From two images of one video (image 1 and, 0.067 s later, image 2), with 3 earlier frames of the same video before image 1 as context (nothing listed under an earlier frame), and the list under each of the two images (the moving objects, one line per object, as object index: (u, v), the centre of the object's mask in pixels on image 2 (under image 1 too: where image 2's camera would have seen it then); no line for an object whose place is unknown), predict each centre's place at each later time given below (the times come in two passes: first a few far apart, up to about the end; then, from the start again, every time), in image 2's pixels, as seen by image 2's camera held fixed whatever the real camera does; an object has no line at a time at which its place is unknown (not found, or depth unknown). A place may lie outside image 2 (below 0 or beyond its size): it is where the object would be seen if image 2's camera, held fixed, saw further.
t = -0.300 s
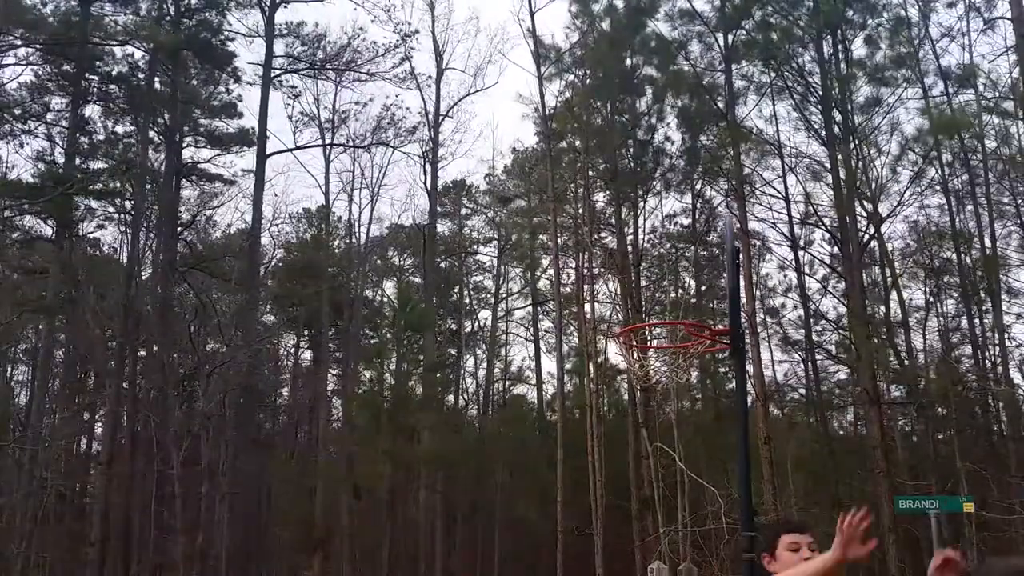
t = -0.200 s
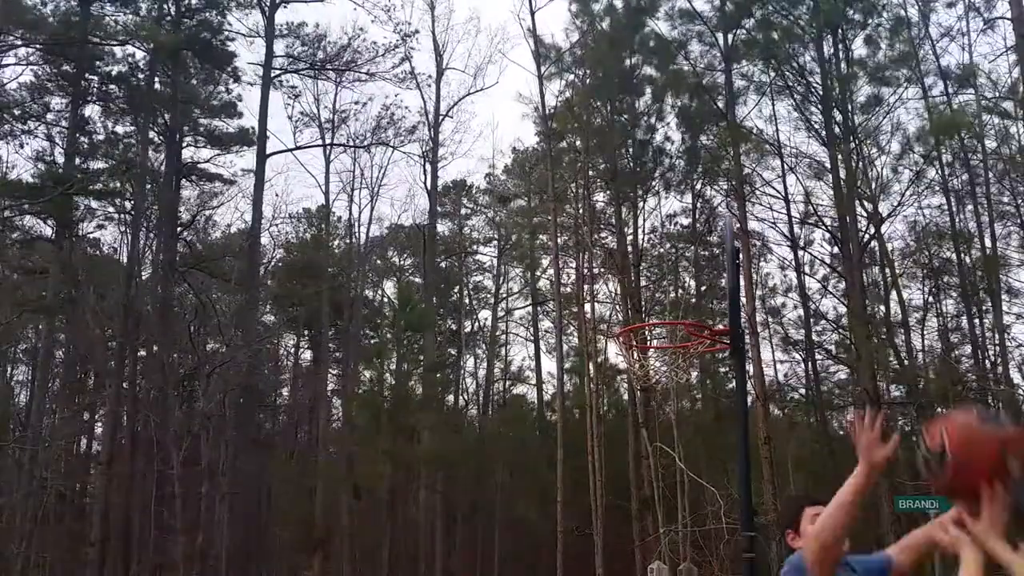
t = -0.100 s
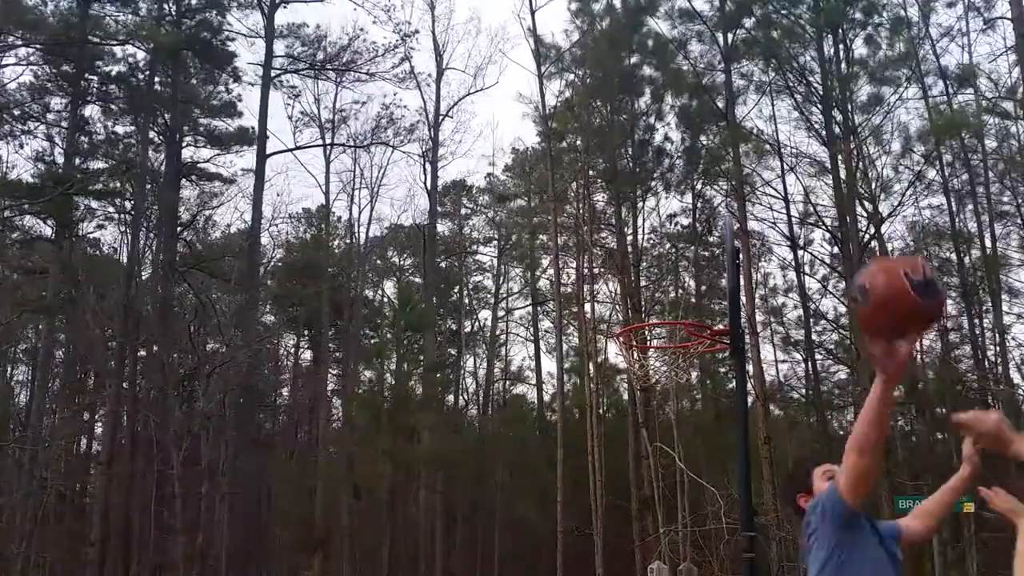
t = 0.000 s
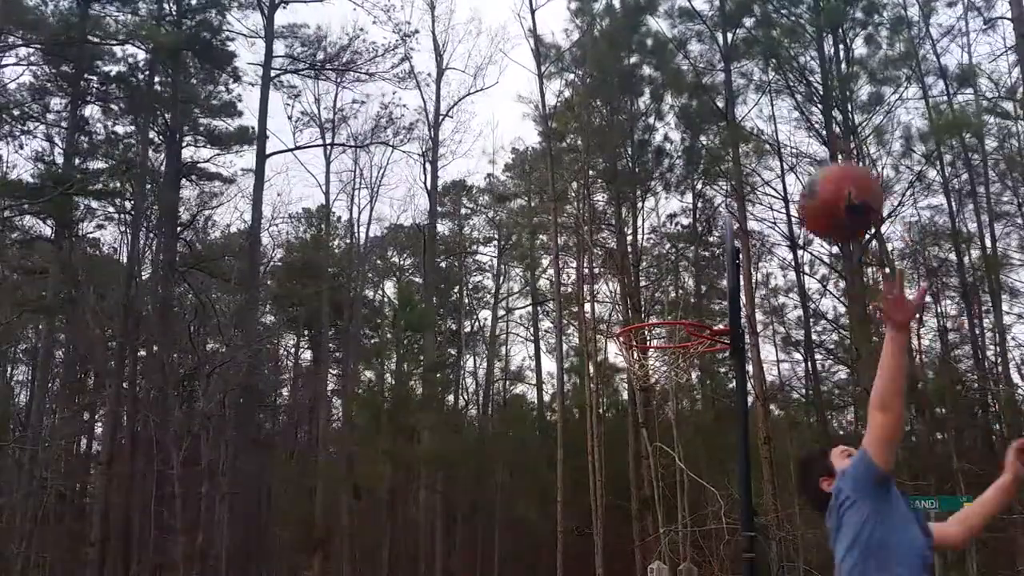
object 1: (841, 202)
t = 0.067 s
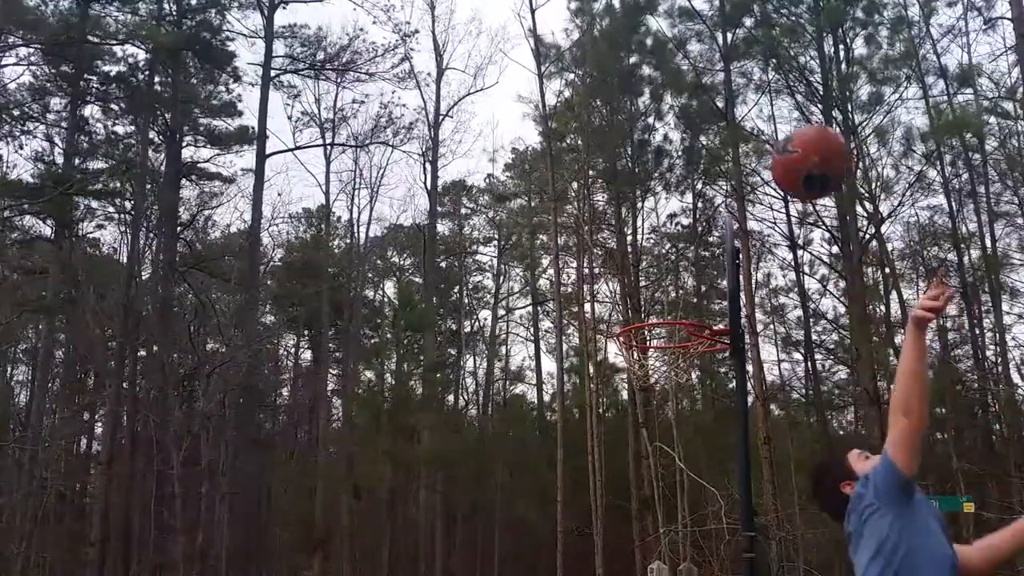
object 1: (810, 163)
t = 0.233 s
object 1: (752, 130)
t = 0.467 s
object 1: (695, 201)
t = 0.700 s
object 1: (661, 301)
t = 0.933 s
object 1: (651, 272)
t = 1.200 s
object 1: (630, 285)
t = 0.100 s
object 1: (798, 149)
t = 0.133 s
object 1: (785, 139)
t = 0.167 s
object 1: (772, 133)
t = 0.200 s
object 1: (762, 129)
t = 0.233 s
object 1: (752, 130)
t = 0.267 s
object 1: (742, 132)
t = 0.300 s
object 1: (733, 138)
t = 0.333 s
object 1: (724, 146)
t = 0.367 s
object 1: (716, 155)
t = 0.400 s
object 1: (710, 168)
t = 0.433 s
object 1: (702, 183)
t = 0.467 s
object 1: (695, 201)
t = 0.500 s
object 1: (688, 220)
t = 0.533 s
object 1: (680, 242)
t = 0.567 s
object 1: (675, 265)
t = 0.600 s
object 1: (671, 289)
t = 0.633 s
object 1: (665, 312)
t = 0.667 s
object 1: (665, 313)
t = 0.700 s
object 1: (661, 301)
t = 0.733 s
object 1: (659, 293)
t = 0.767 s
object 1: (656, 283)
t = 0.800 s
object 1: (654, 277)
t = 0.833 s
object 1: (653, 273)
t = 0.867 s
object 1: (652, 271)
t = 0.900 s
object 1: (652, 271)
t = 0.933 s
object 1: (651, 272)
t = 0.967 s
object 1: (650, 277)
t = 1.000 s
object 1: (649, 281)
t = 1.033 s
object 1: (646, 293)
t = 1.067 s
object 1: (643, 288)
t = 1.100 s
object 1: (638, 283)
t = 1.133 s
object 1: (636, 282)
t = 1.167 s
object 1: (633, 282)
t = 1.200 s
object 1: (630, 285)
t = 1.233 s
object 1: (627, 291)
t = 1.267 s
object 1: (623, 300)
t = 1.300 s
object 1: (620, 312)
